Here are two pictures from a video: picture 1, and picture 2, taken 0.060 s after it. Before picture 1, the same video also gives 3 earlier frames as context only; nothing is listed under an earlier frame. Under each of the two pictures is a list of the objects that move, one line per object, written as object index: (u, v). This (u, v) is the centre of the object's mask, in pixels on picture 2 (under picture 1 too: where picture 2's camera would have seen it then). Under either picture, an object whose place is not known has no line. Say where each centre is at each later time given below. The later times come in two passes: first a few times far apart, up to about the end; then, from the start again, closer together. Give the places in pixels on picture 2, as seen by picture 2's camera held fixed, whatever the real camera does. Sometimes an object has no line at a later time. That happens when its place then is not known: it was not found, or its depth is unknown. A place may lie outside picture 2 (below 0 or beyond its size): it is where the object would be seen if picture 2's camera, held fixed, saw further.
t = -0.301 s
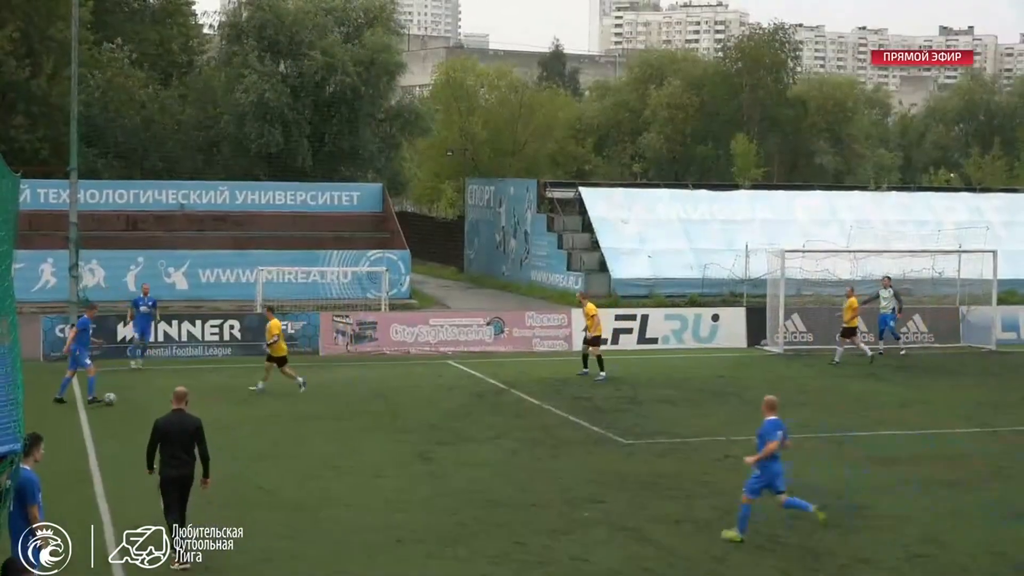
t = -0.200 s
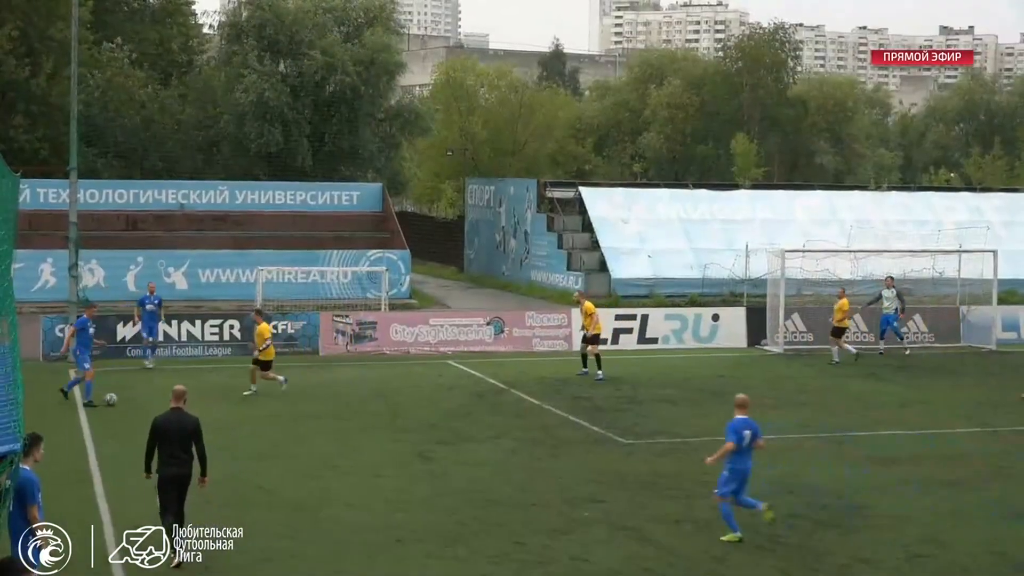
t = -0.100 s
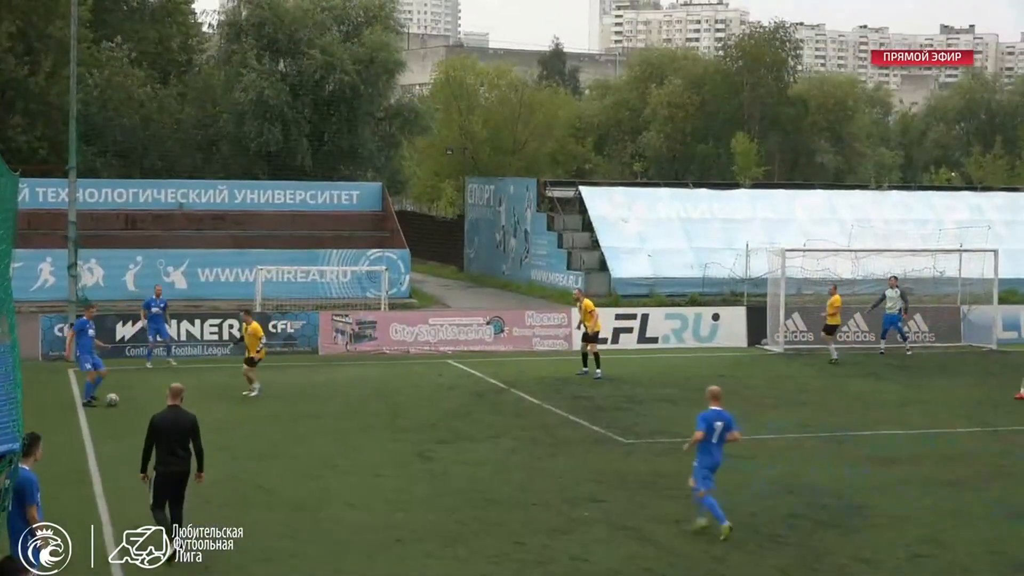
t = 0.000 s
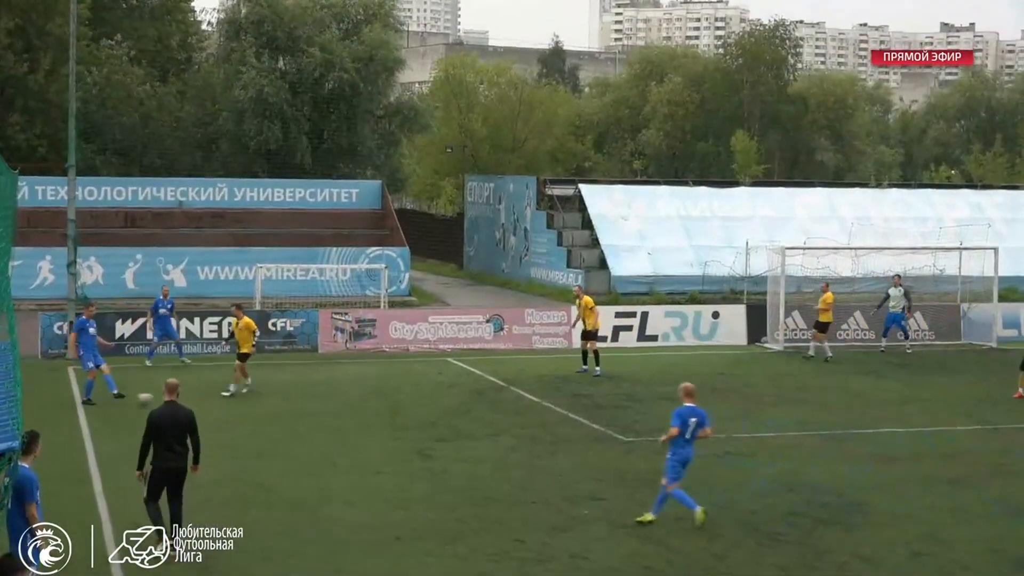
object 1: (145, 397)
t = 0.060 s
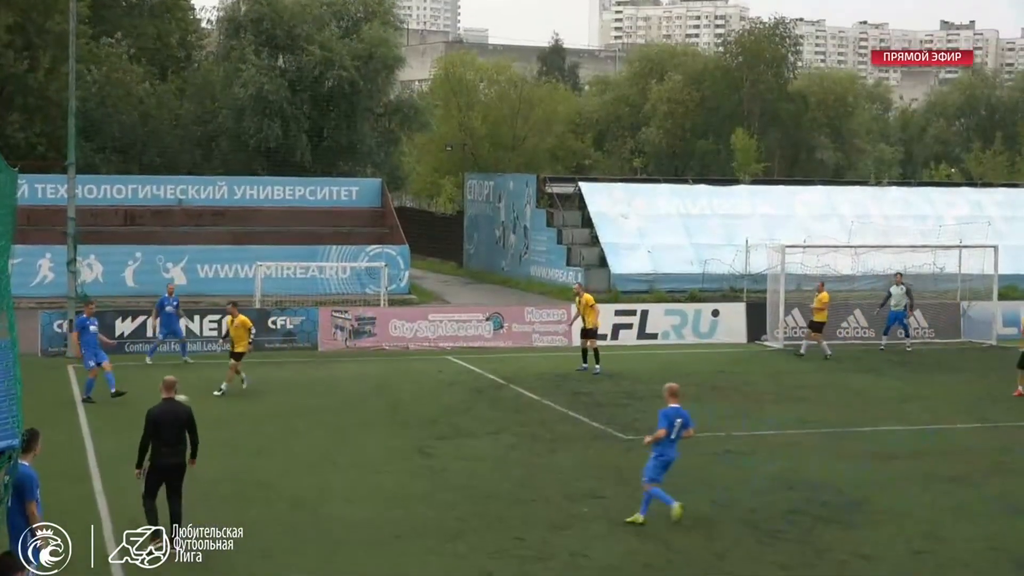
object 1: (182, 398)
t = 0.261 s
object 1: (296, 414)
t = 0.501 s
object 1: (429, 432)
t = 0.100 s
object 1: (204, 405)
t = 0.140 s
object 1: (229, 410)
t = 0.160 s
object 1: (241, 412)
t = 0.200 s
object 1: (263, 412)
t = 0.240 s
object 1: (284, 414)
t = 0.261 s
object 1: (296, 414)
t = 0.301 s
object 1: (319, 418)
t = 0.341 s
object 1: (340, 421)
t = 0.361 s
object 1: (353, 424)
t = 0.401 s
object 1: (376, 430)
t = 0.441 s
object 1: (397, 430)
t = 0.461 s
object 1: (407, 430)
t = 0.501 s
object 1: (429, 432)
